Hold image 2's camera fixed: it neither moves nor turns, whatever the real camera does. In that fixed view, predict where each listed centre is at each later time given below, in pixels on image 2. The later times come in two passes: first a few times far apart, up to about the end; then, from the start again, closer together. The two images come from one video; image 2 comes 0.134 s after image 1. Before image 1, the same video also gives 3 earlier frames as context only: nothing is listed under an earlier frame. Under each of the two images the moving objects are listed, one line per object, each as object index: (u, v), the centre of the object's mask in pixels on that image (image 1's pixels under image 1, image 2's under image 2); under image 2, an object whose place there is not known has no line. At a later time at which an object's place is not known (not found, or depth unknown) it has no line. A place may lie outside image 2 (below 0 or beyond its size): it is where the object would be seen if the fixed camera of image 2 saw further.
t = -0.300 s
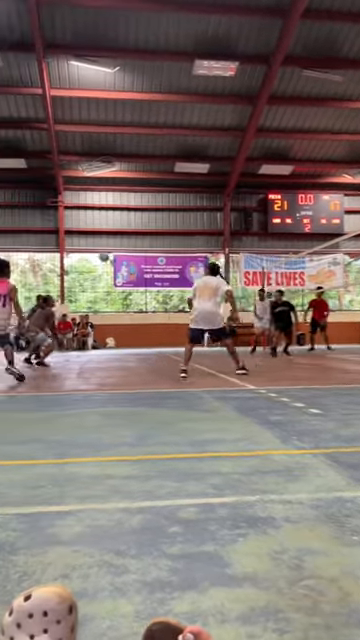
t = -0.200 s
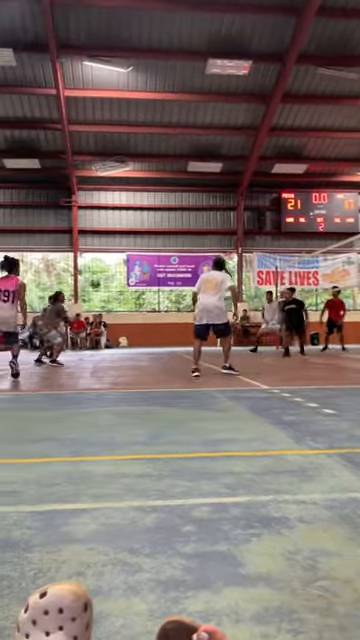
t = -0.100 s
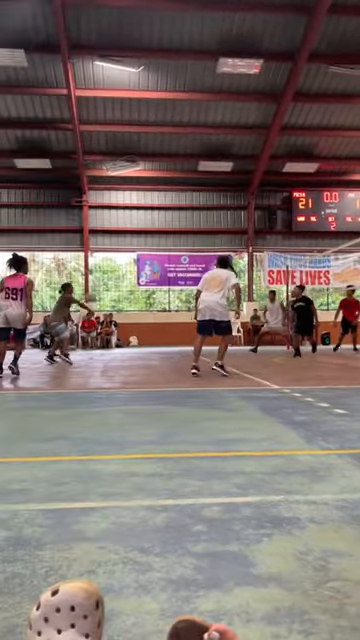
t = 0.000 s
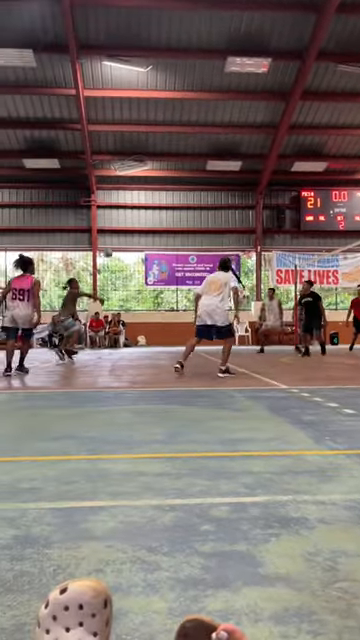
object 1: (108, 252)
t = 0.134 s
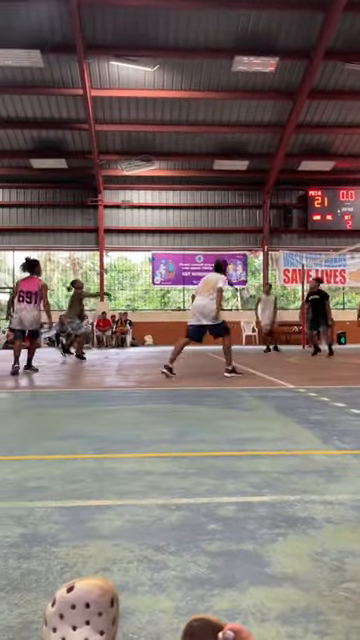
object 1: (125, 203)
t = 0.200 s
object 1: (132, 179)
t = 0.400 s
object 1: (149, 132)
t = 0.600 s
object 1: (167, 104)
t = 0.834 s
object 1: (187, 97)
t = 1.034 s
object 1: (203, 113)
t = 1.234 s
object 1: (220, 150)
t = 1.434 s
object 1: (236, 206)
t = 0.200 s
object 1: (132, 179)
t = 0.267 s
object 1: (137, 160)
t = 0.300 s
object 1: (140, 153)
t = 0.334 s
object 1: (143, 146)
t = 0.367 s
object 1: (146, 138)
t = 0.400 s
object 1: (149, 132)
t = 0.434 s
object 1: (152, 124)
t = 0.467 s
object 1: (155, 120)
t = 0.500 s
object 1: (158, 114)
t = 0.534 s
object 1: (161, 110)
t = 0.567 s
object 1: (164, 107)
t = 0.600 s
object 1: (167, 104)
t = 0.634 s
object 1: (170, 101)
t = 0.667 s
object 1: (172, 100)
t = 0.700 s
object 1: (175, 99)
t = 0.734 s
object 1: (177, 97)
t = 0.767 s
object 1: (180, 96)
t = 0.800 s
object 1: (184, 96)
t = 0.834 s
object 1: (187, 97)
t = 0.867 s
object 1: (189, 99)
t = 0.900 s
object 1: (192, 101)
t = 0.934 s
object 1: (195, 102)
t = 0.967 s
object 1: (198, 105)
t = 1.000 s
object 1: (200, 109)
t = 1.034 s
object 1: (203, 113)
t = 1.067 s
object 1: (207, 118)
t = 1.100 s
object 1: (209, 123)
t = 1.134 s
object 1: (212, 130)
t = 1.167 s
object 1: (214, 136)
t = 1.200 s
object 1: (217, 143)
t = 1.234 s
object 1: (220, 150)
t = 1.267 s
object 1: (223, 158)
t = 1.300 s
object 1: (226, 167)
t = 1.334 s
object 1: (229, 178)
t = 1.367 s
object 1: (231, 186)
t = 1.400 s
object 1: (234, 194)
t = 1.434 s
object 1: (236, 206)
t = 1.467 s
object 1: (239, 217)
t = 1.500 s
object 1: (242, 230)
